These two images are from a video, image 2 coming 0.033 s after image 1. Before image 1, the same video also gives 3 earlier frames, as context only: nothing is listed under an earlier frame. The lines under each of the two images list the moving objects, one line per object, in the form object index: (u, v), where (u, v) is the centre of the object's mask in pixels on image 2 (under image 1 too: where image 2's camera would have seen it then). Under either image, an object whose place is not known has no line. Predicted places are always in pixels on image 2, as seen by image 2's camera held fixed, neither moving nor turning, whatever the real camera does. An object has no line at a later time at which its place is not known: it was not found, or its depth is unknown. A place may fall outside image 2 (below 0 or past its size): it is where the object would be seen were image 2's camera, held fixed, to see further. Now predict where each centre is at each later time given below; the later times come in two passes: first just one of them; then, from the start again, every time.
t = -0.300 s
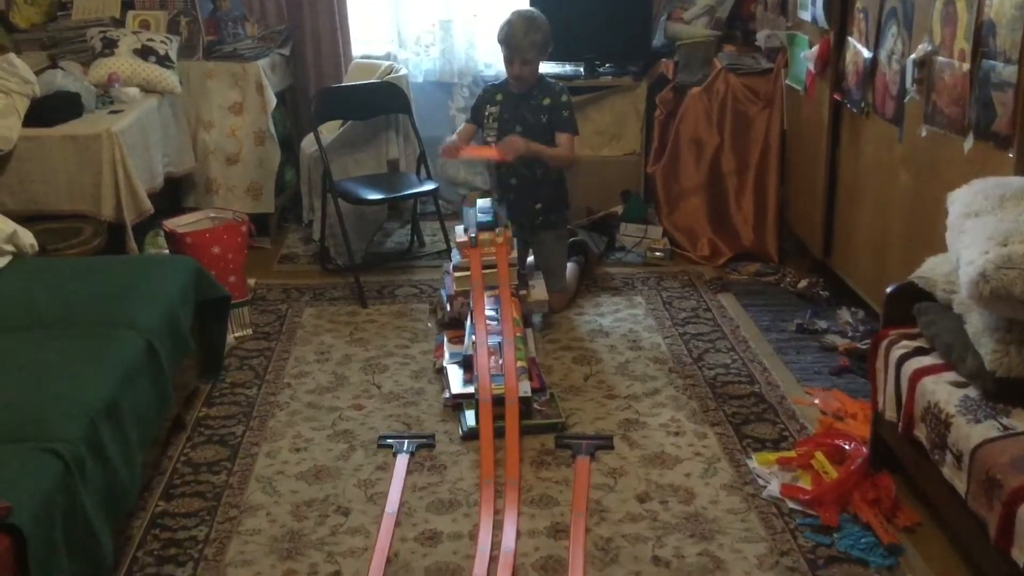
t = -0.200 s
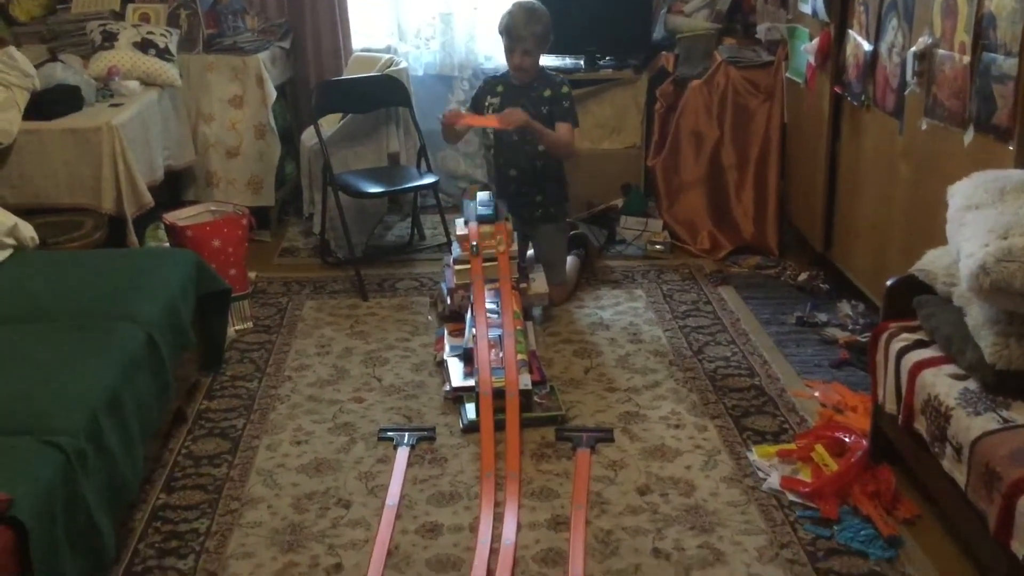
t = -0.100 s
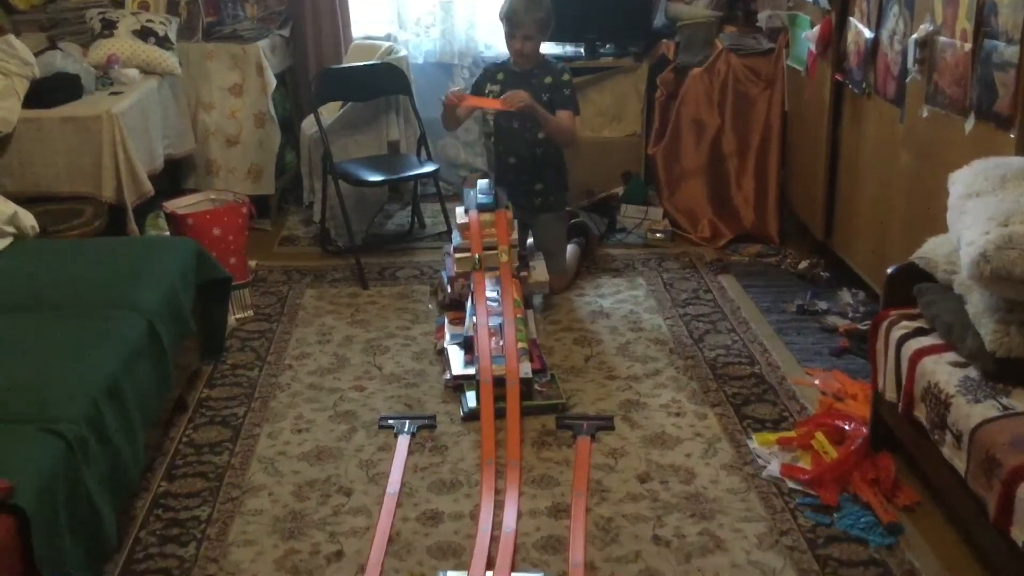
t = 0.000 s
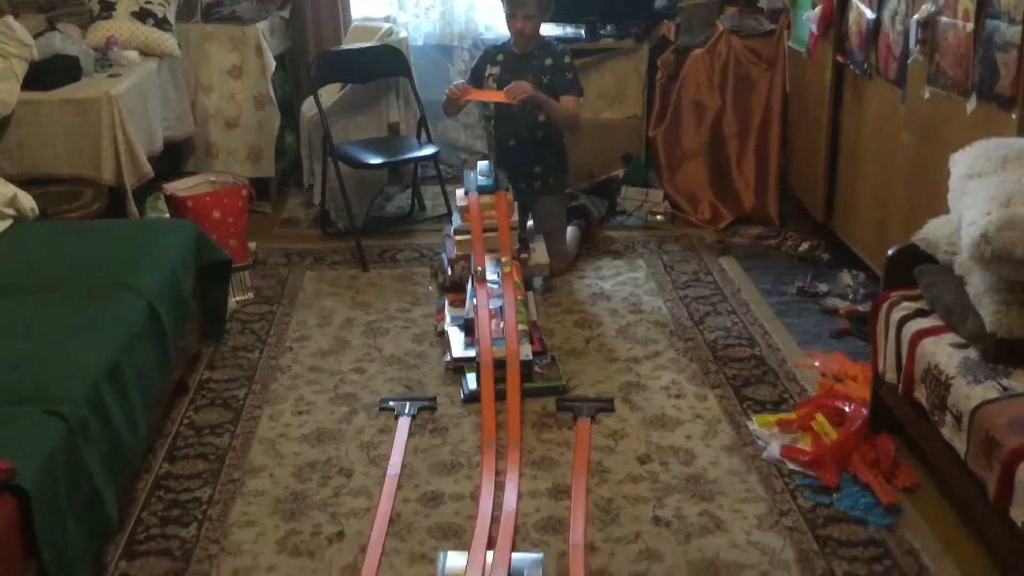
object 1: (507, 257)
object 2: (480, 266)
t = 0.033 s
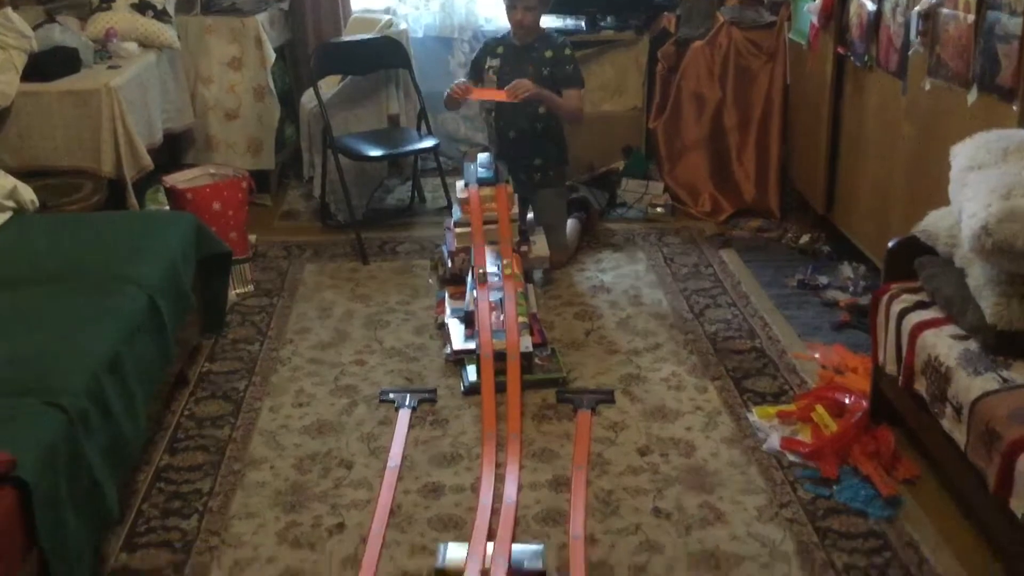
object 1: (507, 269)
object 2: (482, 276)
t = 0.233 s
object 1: (513, 335)
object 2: (485, 347)
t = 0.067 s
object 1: (508, 279)
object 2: (483, 287)
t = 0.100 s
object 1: (509, 289)
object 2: (483, 298)
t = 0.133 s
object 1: (510, 300)
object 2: (484, 309)
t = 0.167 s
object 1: (511, 314)
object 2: (484, 321)
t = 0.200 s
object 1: (512, 324)
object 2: (484, 334)
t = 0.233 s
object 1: (513, 335)
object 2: (485, 347)
